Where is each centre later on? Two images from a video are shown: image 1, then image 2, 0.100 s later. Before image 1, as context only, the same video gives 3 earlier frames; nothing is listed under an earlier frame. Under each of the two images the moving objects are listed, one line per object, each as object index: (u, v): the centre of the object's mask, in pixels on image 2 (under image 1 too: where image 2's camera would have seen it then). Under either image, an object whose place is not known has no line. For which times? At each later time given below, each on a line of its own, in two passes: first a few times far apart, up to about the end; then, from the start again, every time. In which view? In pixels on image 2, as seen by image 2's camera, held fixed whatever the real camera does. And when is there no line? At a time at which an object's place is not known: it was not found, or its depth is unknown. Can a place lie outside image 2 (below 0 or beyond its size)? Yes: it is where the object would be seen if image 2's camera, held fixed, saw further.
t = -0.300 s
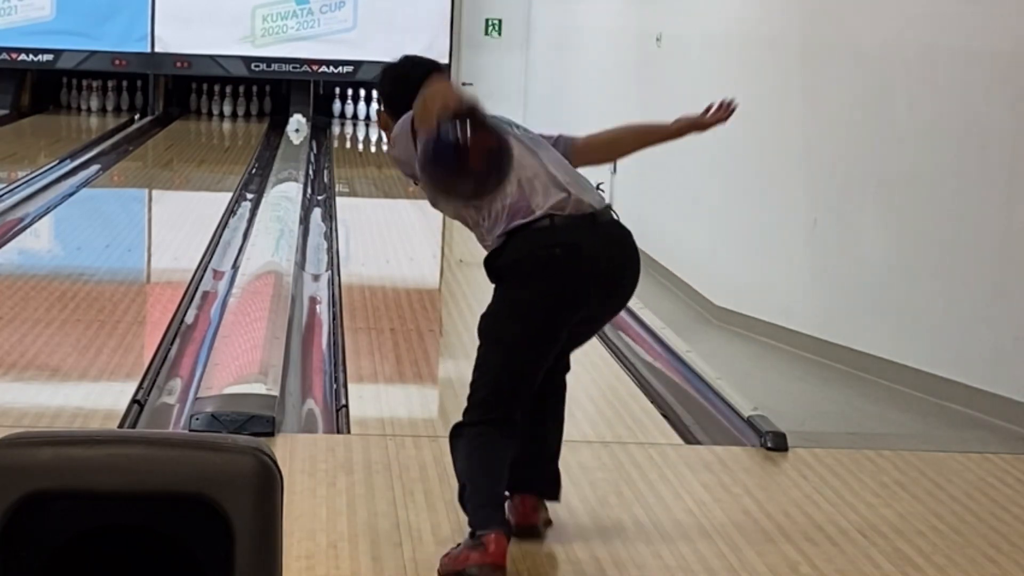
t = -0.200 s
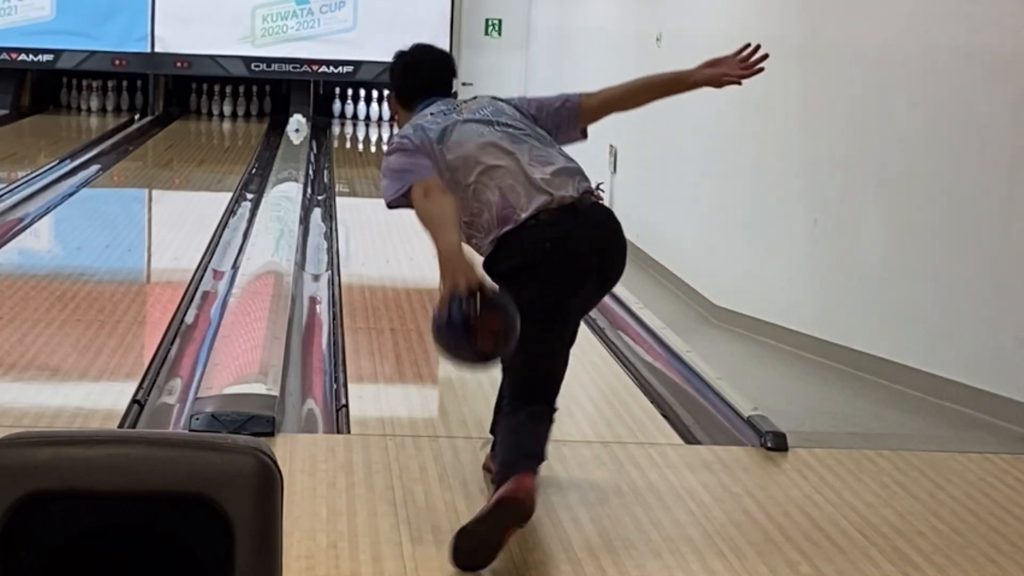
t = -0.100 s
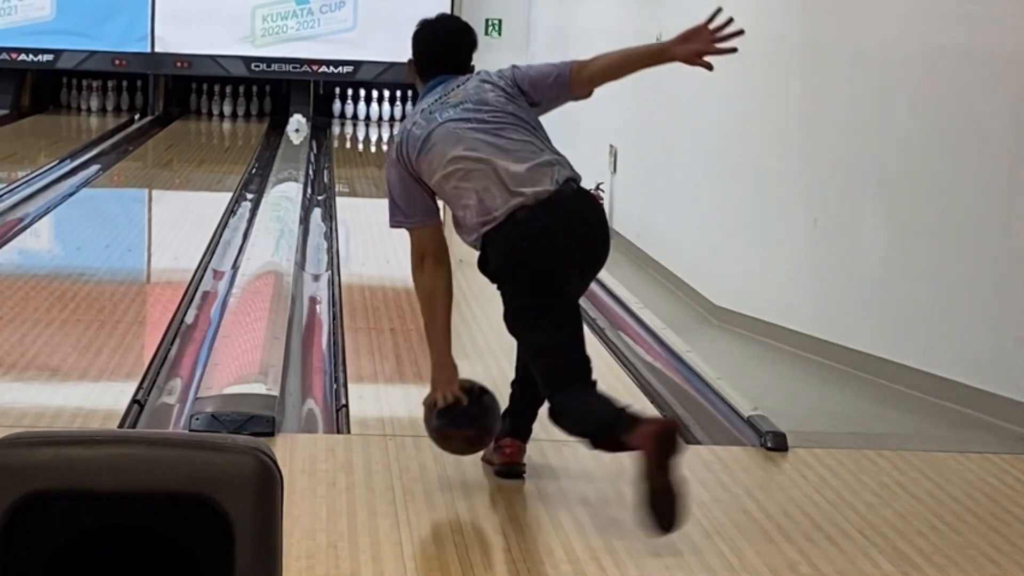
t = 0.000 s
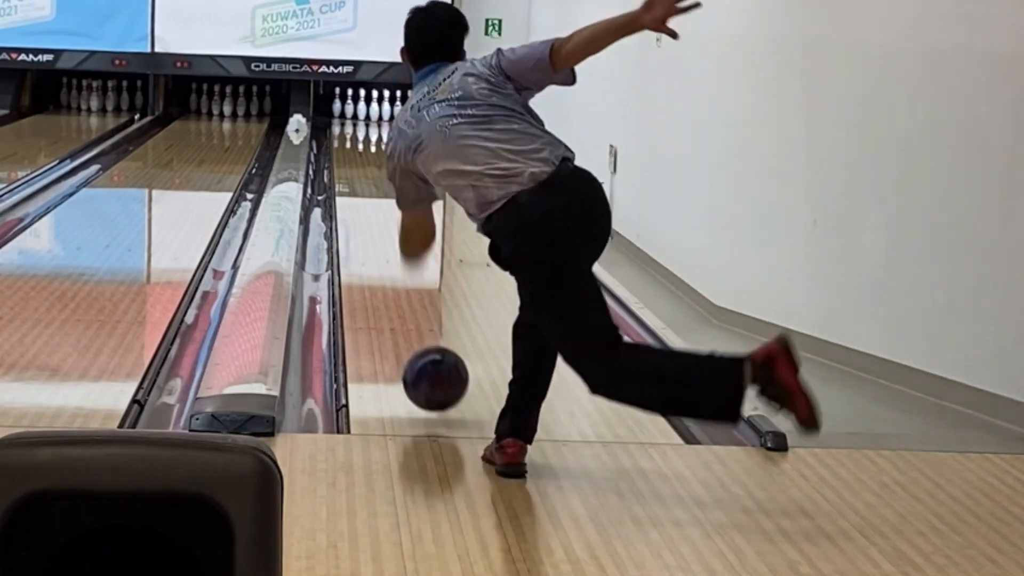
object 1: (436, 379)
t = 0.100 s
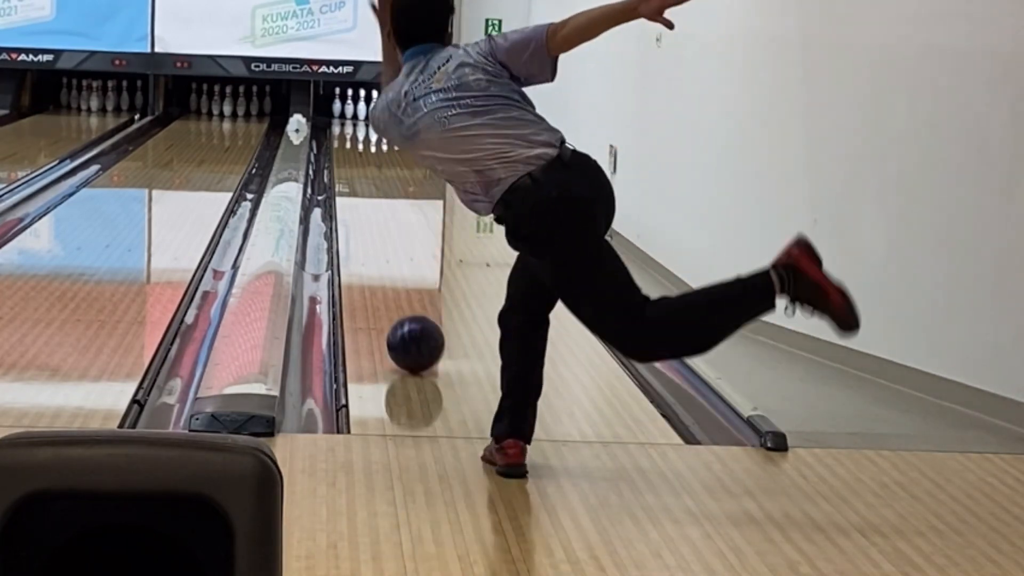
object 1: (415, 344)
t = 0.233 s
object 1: (396, 298)
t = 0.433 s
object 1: (376, 249)
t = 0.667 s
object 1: (361, 210)
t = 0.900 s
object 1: (352, 182)
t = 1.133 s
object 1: (348, 162)
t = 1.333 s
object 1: (347, 149)
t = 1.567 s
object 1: (349, 136)
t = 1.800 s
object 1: (355, 127)
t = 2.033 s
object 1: (364, 119)
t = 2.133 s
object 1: (367, 116)
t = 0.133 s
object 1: (410, 331)
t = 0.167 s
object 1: (405, 319)
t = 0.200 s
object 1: (400, 308)
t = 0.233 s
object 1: (396, 298)
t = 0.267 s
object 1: (392, 289)
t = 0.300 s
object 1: (388, 280)
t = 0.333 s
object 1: (385, 271)
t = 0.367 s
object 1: (382, 263)
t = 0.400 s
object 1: (378, 256)
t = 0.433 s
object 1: (376, 249)
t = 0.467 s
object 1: (373, 242)
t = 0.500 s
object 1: (371, 236)
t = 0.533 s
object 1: (368, 230)
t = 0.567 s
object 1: (366, 225)
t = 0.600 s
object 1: (364, 219)
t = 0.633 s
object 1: (362, 214)
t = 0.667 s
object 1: (361, 210)
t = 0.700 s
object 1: (359, 205)
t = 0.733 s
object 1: (358, 201)
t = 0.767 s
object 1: (356, 196)
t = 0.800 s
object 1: (355, 193)
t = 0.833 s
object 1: (354, 189)
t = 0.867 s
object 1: (353, 186)
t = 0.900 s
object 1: (352, 182)
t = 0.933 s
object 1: (351, 180)
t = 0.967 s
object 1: (351, 176)
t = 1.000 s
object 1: (350, 173)
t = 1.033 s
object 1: (349, 171)
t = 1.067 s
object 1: (349, 168)
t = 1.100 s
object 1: (348, 165)
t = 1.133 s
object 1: (348, 162)
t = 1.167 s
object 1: (347, 160)
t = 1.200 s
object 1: (348, 157)
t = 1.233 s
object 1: (347, 155)
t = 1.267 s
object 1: (347, 153)
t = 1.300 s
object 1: (347, 151)
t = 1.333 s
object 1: (347, 149)
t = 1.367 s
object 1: (347, 147)
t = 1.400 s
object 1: (348, 145)
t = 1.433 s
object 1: (348, 143)
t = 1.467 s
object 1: (348, 141)
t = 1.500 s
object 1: (348, 140)
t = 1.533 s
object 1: (349, 137)
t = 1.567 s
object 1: (349, 136)
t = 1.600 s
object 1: (349, 134)
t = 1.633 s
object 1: (350, 132)
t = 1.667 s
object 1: (351, 131)
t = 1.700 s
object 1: (352, 130)
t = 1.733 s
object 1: (353, 129)
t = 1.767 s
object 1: (354, 128)
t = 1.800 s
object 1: (355, 127)
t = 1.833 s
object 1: (356, 125)
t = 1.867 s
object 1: (358, 124)
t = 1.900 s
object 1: (359, 123)
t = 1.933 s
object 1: (360, 122)
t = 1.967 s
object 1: (361, 121)
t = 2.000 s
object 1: (362, 120)
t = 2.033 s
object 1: (364, 119)
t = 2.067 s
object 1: (364, 118)
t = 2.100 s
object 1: (366, 117)
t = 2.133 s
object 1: (367, 116)
